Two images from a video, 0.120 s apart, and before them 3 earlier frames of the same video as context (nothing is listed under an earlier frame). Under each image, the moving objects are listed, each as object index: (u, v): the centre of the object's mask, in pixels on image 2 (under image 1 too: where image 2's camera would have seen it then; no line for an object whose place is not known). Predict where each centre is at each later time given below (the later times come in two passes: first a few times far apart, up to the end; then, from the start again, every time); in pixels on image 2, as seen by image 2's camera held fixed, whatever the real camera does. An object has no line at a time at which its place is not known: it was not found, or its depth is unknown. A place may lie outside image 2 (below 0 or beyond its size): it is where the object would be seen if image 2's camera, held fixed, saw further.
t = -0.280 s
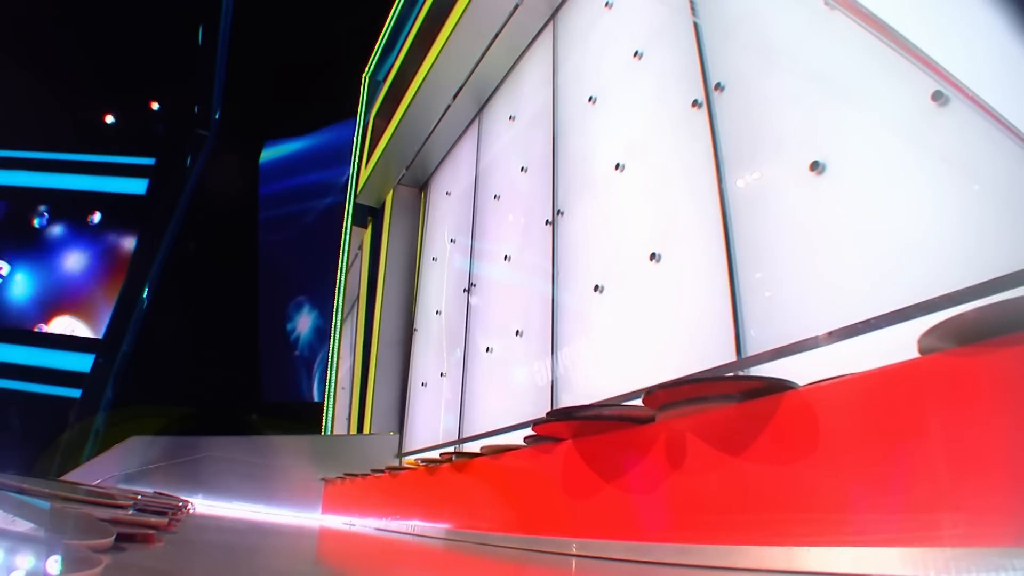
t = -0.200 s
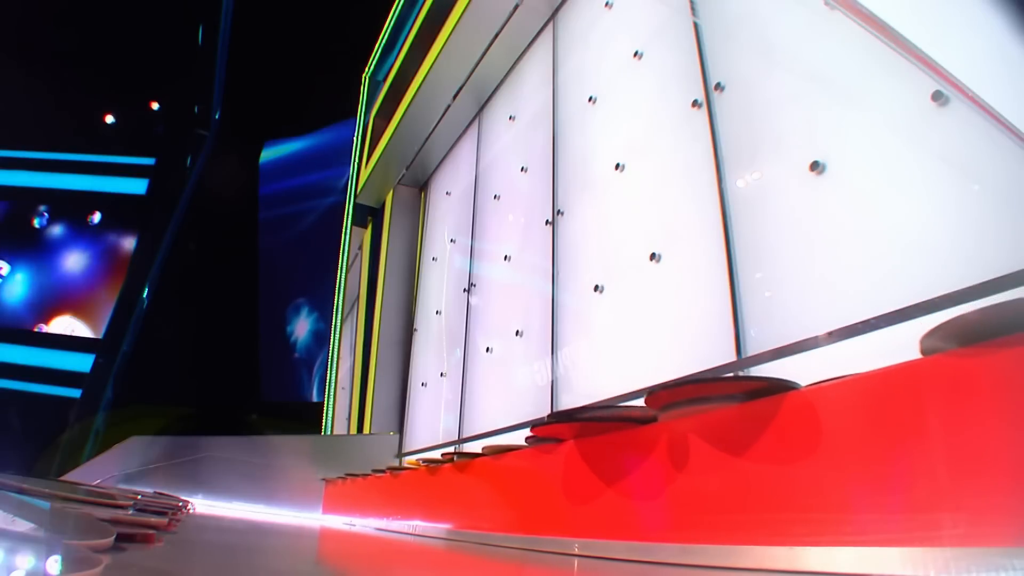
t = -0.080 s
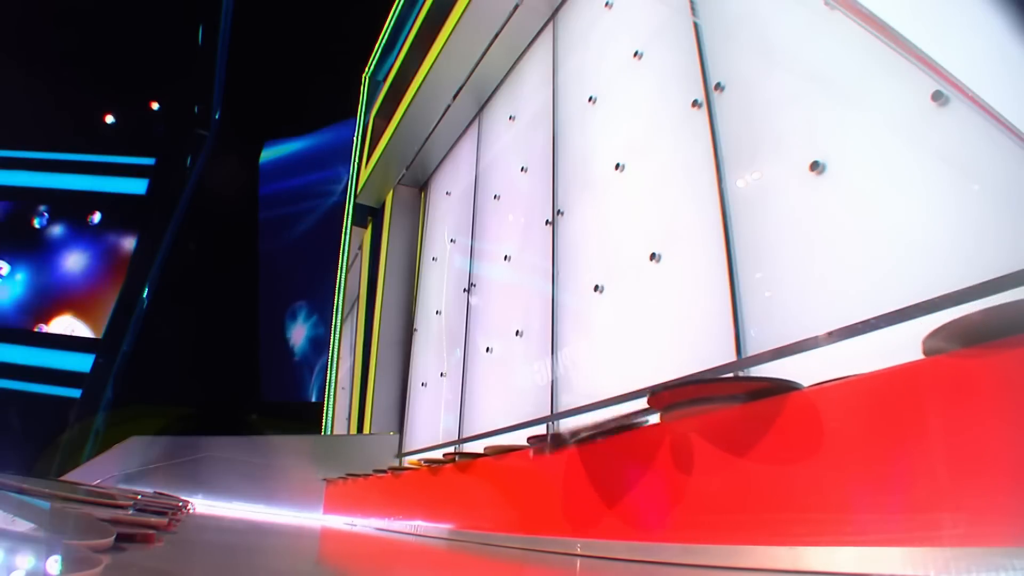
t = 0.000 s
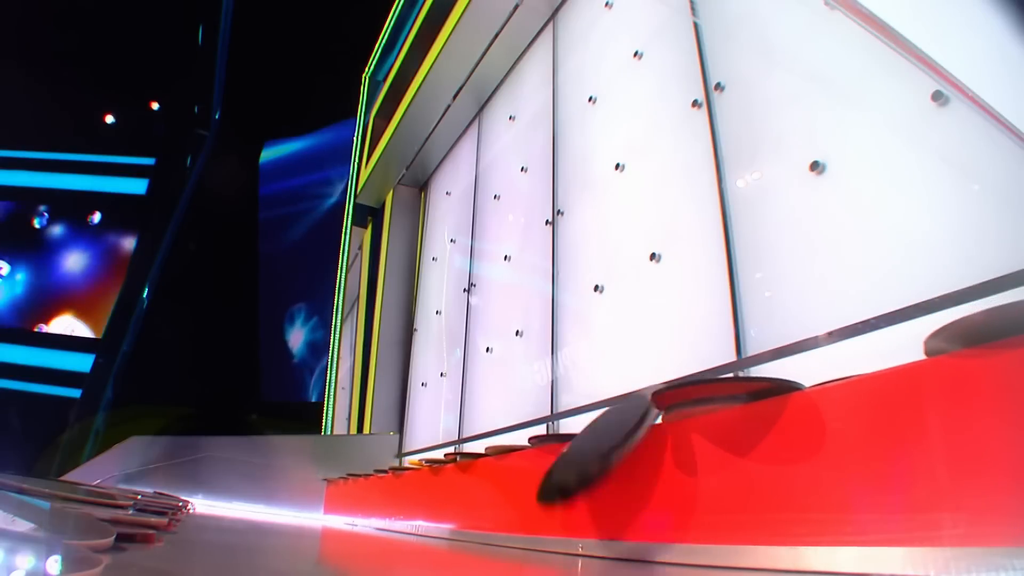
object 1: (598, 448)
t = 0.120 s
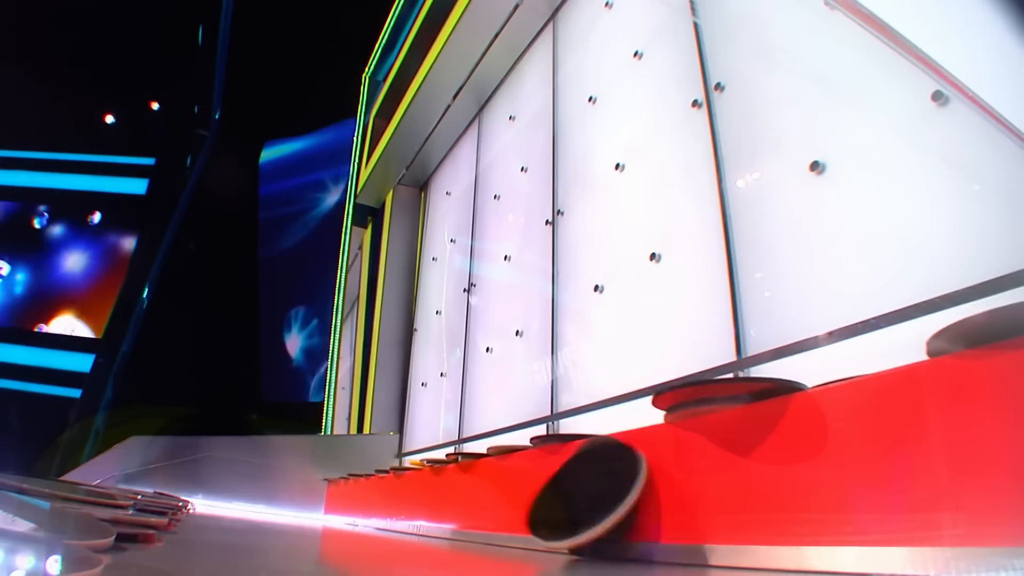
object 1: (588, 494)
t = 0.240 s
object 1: (595, 498)
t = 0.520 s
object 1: (530, 514)
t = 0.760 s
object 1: (484, 545)
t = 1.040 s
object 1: (437, 548)
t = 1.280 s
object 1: (412, 548)
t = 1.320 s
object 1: (409, 547)
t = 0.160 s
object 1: (578, 502)
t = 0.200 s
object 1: (574, 507)
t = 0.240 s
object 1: (595, 498)
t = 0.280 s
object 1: (597, 489)
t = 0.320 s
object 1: (559, 504)
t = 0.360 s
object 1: (552, 503)
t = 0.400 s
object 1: (549, 507)
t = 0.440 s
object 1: (579, 501)
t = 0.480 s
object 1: (577, 497)
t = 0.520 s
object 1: (530, 514)
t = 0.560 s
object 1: (521, 514)
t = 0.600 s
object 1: (526, 518)
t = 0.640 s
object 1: (539, 504)
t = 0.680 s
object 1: (499, 531)
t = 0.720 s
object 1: (488, 545)
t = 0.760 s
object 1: (484, 545)
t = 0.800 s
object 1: (472, 532)
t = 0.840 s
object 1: (465, 534)
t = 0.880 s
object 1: (452, 546)
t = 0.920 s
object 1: (449, 539)
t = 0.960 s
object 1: (452, 549)
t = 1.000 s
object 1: (448, 548)
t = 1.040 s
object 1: (437, 548)
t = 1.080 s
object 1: (432, 548)
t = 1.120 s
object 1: (428, 548)
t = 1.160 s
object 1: (424, 548)
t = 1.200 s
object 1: (419, 548)
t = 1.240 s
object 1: (416, 548)
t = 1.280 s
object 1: (412, 548)
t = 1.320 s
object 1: (409, 547)
